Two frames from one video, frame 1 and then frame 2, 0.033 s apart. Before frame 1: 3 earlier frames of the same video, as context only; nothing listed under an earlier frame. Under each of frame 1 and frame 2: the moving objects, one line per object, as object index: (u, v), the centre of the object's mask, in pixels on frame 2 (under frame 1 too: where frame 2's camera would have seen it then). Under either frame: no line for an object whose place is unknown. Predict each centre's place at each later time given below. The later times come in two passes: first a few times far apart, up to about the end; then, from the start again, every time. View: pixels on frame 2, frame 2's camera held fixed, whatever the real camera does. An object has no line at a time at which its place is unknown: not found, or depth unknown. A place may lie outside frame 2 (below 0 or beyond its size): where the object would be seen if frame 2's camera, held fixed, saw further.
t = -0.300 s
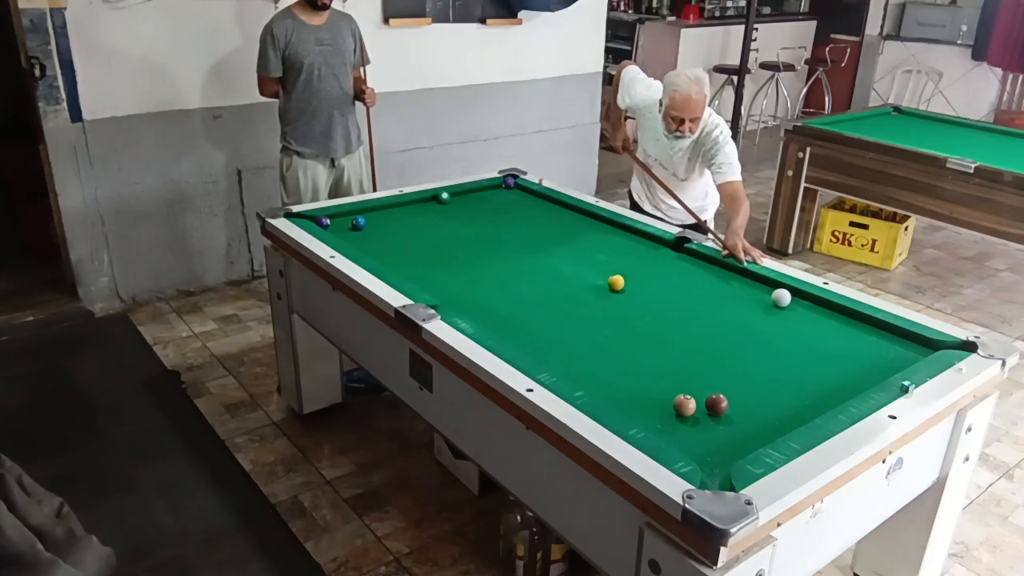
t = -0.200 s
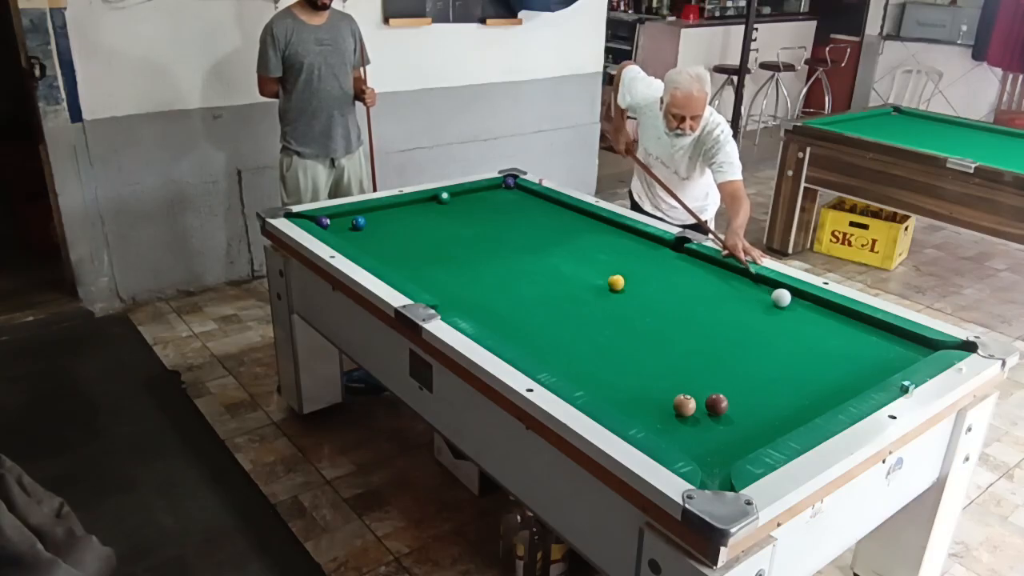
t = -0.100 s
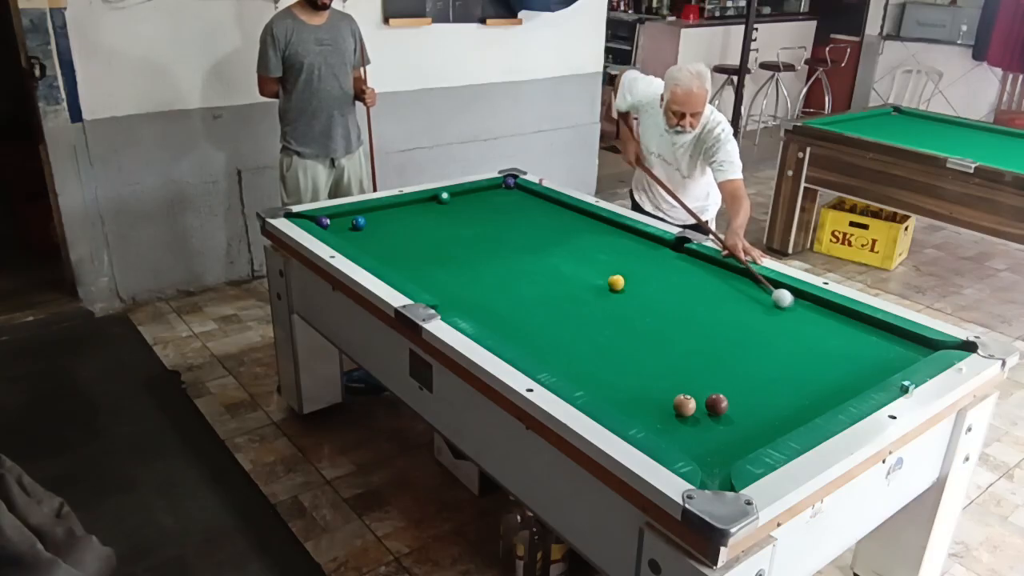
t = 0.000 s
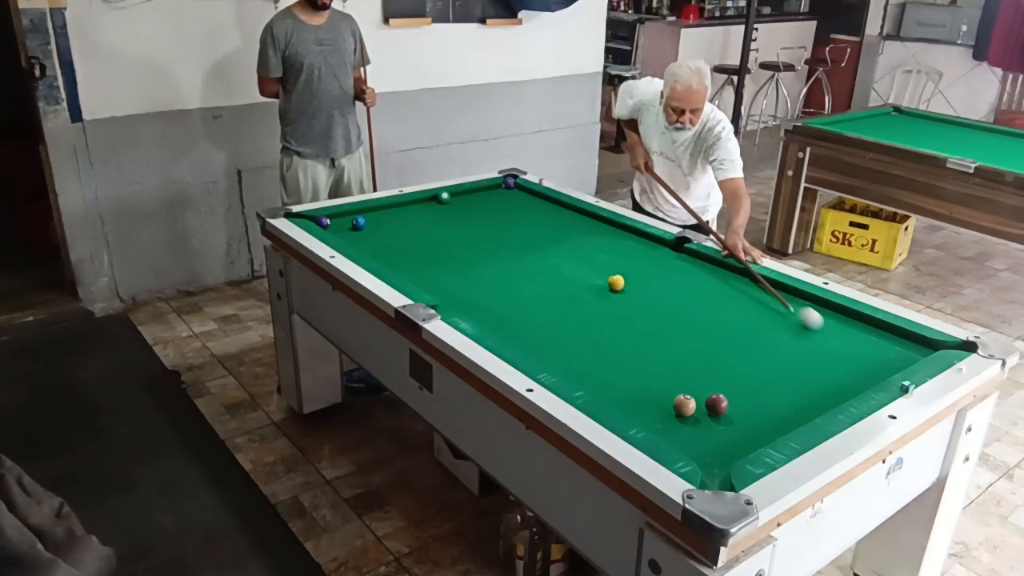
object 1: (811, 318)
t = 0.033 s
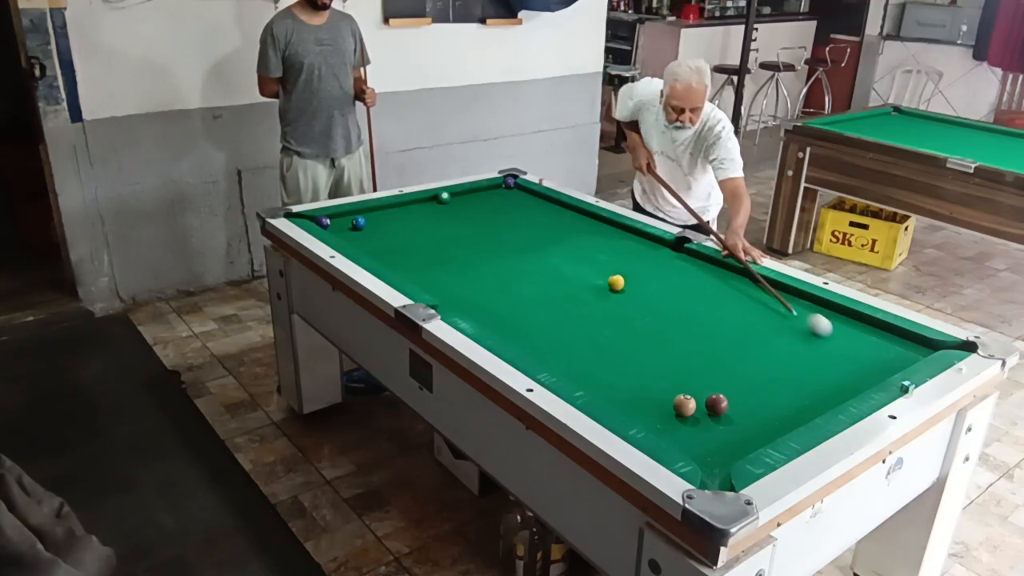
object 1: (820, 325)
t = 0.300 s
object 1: (869, 368)
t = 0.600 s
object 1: (764, 345)
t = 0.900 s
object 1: (673, 325)
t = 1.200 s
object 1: (594, 306)
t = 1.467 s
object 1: (531, 292)
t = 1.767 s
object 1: (468, 277)
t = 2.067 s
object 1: (412, 264)
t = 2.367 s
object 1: (368, 249)
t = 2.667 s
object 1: (358, 235)
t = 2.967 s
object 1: (347, 224)
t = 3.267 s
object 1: (336, 219)
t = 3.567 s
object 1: (333, 216)
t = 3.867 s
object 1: (340, 218)
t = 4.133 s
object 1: (344, 218)
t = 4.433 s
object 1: (347, 219)
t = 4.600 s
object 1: (348, 219)
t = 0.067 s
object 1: (829, 332)
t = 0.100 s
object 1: (838, 339)
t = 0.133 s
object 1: (848, 345)
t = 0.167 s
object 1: (858, 353)
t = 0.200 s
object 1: (868, 361)
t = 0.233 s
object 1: (878, 368)
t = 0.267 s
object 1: (881, 370)
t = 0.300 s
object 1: (869, 368)
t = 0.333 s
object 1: (856, 366)
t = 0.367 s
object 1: (844, 363)
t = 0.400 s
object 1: (832, 361)
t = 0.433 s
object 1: (821, 358)
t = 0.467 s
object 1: (809, 356)
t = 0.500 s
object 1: (798, 353)
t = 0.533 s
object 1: (786, 351)
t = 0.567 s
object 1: (775, 348)
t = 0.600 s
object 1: (764, 345)
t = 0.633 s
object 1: (753, 343)
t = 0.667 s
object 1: (743, 341)
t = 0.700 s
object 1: (733, 338)
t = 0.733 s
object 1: (722, 336)
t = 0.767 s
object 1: (712, 334)
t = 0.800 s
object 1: (702, 331)
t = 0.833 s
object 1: (692, 329)
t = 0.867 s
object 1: (682, 327)
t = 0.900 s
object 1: (673, 325)
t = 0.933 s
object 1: (664, 323)
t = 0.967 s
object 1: (655, 320)
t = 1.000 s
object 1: (646, 318)
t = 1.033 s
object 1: (637, 316)
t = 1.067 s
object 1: (628, 314)
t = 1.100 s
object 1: (619, 312)
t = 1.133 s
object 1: (611, 310)
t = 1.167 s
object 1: (602, 308)
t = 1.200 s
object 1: (594, 306)
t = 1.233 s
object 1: (586, 304)
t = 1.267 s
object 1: (577, 303)
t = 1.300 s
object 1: (569, 301)
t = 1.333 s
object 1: (562, 299)
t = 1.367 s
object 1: (554, 297)
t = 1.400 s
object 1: (546, 295)
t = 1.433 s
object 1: (539, 294)
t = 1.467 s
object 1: (531, 292)
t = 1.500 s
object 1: (524, 290)
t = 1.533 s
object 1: (516, 288)
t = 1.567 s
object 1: (509, 287)
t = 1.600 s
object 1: (502, 285)
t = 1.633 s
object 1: (495, 283)
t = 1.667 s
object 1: (488, 282)
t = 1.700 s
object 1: (482, 280)
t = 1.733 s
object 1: (475, 279)
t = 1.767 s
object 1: (468, 277)
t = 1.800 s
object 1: (461, 275)
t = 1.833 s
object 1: (455, 274)
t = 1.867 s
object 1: (448, 272)
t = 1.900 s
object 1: (442, 271)
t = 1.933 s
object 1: (436, 269)
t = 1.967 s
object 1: (430, 268)
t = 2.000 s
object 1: (424, 266)
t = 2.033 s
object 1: (418, 265)
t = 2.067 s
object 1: (412, 264)
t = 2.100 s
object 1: (406, 262)
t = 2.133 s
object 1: (400, 261)
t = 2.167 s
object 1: (394, 259)
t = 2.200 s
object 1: (388, 258)
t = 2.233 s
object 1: (383, 256)
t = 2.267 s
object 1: (377, 254)
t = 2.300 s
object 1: (372, 253)
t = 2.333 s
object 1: (369, 251)
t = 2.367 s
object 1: (368, 249)
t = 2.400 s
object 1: (366, 248)
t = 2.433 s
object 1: (365, 246)
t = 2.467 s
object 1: (364, 244)
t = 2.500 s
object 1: (363, 243)
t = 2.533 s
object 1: (362, 242)
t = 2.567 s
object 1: (361, 240)
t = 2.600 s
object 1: (360, 239)
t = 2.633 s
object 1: (359, 237)
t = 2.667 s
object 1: (358, 235)
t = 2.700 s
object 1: (357, 233)
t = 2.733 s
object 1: (356, 232)
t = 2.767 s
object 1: (355, 230)
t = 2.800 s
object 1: (354, 229)
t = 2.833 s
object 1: (353, 227)
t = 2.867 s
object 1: (352, 226)
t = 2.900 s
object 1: (350, 225)
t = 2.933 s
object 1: (349, 225)
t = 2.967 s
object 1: (347, 224)
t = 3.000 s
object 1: (345, 224)
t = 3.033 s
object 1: (343, 223)
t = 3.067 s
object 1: (342, 223)
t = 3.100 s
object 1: (341, 222)
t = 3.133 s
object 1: (339, 222)
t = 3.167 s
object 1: (337, 221)
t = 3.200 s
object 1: (337, 220)
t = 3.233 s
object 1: (336, 220)
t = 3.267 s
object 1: (336, 219)
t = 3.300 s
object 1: (335, 219)
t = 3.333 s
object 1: (335, 218)
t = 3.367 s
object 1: (334, 218)
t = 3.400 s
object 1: (334, 217)
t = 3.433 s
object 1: (333, 217)
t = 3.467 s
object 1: (333, 216)
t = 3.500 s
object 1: (332, 216)
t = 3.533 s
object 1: (333, 216)
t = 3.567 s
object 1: (333, 216)
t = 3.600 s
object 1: (334, 216)
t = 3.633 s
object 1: (335, 216)
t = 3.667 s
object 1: (336, 216)
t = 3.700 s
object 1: (336, 217)
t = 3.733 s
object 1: (337, 217)
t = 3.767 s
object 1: (338, 217)
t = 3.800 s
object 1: (338, 217)
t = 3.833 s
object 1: (339, 217)
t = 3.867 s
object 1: (340, 218)
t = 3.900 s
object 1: (340, 217)
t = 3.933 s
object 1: (341, 218)
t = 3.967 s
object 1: (341, 218)
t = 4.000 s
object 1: (342, 218)
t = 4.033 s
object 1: (342, 218)
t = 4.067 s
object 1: (343, 218)
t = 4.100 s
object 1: (343, 218)
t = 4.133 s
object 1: (344, 218)
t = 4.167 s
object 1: (344, 219)
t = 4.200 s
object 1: (345, 219)
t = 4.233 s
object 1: (345, 219)
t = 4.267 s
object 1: (345, 219)
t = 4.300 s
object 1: (346, 219)
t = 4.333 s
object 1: (346, 219)
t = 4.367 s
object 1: (346, 219)
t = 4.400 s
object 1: (347, 219)
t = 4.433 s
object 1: (347, 219)
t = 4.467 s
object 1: (347, 219)
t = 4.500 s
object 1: (347, 219)
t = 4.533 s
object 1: (347, 219)
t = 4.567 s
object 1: (347, 219)
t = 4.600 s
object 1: (348, 219)
